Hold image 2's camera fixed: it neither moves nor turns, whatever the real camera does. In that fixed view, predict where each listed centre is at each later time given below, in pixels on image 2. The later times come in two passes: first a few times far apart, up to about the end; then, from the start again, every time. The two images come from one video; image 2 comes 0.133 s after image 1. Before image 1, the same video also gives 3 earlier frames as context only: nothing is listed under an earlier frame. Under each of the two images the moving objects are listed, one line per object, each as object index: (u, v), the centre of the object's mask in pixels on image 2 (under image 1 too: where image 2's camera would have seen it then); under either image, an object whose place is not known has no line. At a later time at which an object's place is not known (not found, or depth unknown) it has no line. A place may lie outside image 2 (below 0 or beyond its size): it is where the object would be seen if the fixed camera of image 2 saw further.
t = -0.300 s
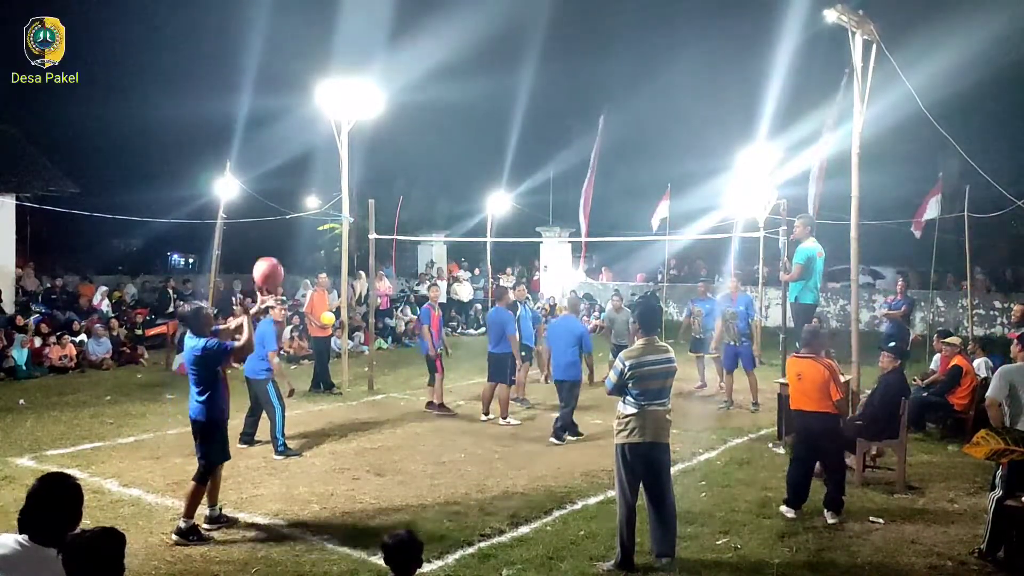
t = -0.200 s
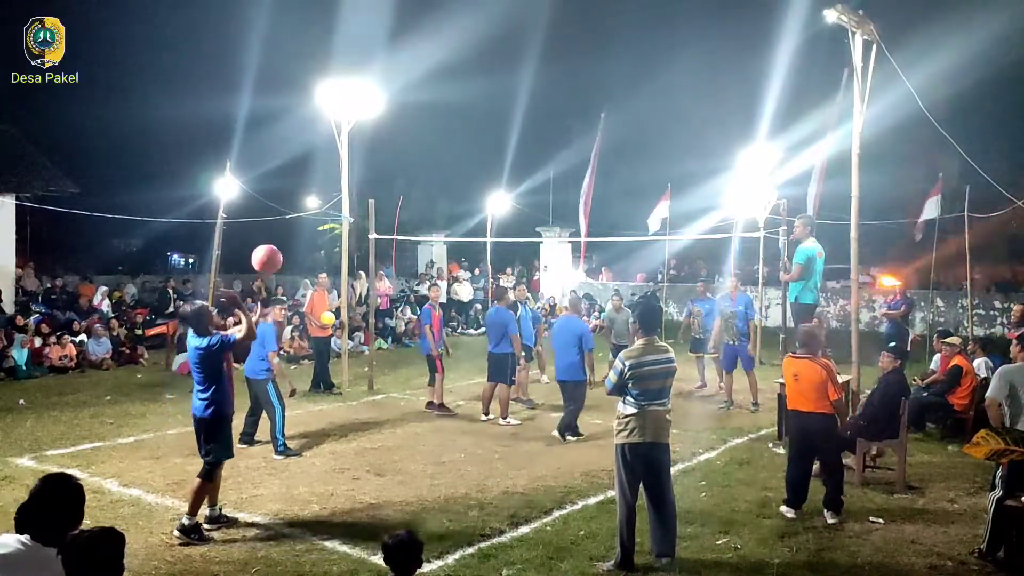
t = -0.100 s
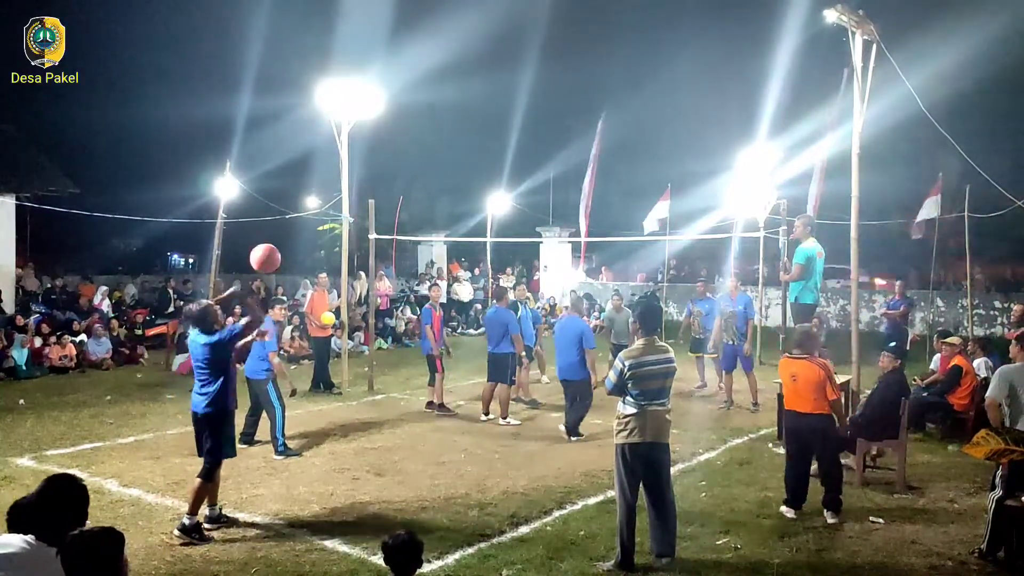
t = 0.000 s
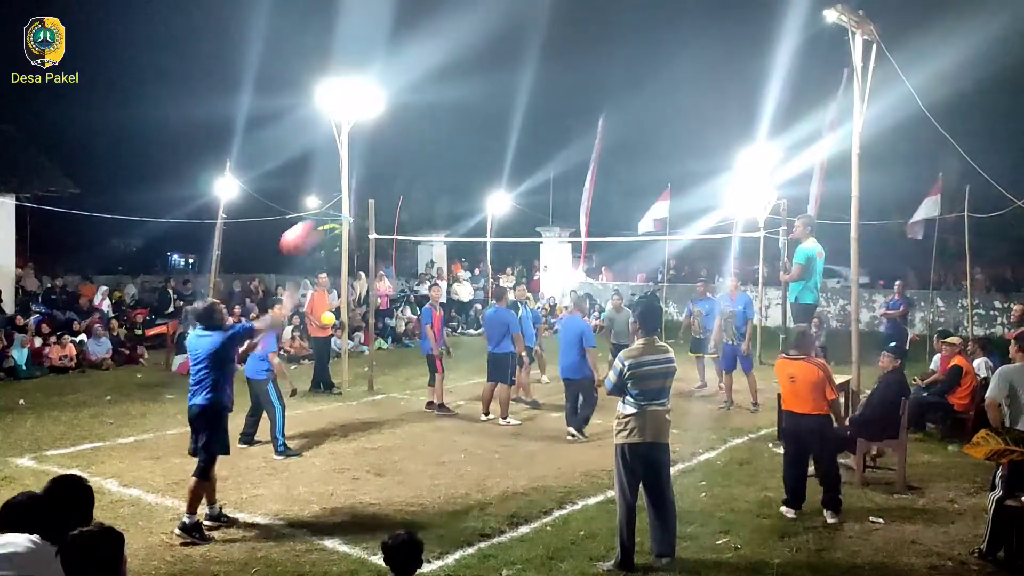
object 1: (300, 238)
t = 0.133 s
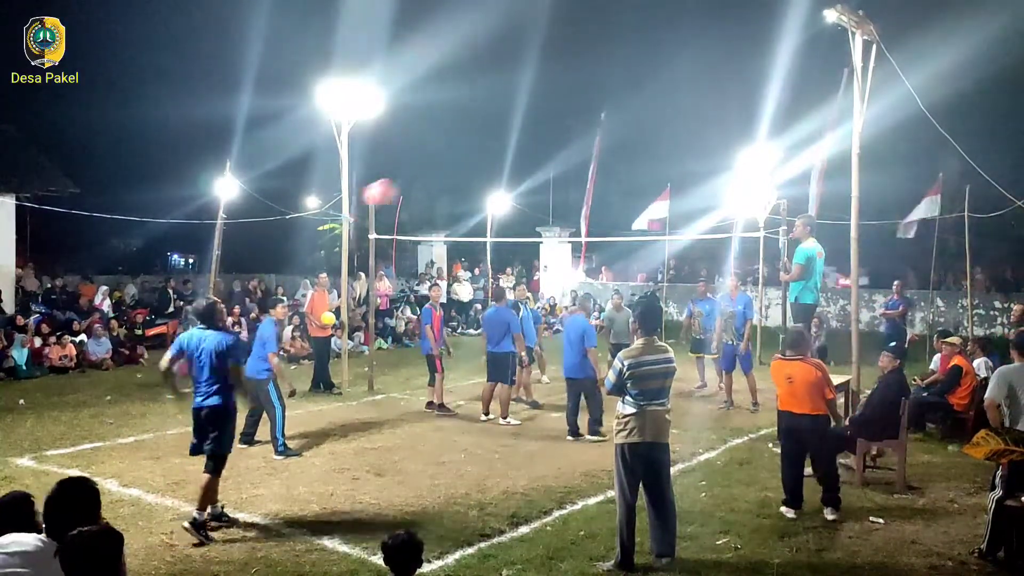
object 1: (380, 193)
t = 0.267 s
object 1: (441, 174)
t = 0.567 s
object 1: (539, 189)
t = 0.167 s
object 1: (396, 186)
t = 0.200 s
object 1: (412, 182)
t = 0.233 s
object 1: (427, 177)
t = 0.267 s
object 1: (441, 174)
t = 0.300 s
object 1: (454, 173)
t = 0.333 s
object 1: (467, 172)
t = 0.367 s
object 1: (479, 172)
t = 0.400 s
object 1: (490, 173)
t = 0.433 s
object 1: (500, 175)
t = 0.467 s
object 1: (511, 177)
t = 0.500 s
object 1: (520, 179)
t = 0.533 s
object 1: (530, 183)
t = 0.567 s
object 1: (539, 189)
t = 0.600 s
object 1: (547, 194)
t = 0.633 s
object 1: (556, 199)
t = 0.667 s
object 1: (563, 205)
